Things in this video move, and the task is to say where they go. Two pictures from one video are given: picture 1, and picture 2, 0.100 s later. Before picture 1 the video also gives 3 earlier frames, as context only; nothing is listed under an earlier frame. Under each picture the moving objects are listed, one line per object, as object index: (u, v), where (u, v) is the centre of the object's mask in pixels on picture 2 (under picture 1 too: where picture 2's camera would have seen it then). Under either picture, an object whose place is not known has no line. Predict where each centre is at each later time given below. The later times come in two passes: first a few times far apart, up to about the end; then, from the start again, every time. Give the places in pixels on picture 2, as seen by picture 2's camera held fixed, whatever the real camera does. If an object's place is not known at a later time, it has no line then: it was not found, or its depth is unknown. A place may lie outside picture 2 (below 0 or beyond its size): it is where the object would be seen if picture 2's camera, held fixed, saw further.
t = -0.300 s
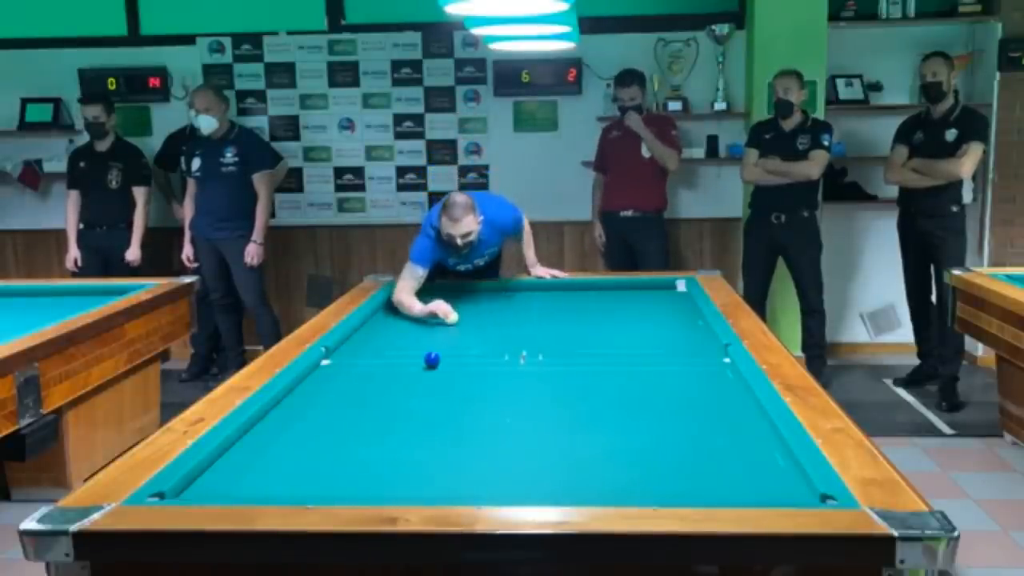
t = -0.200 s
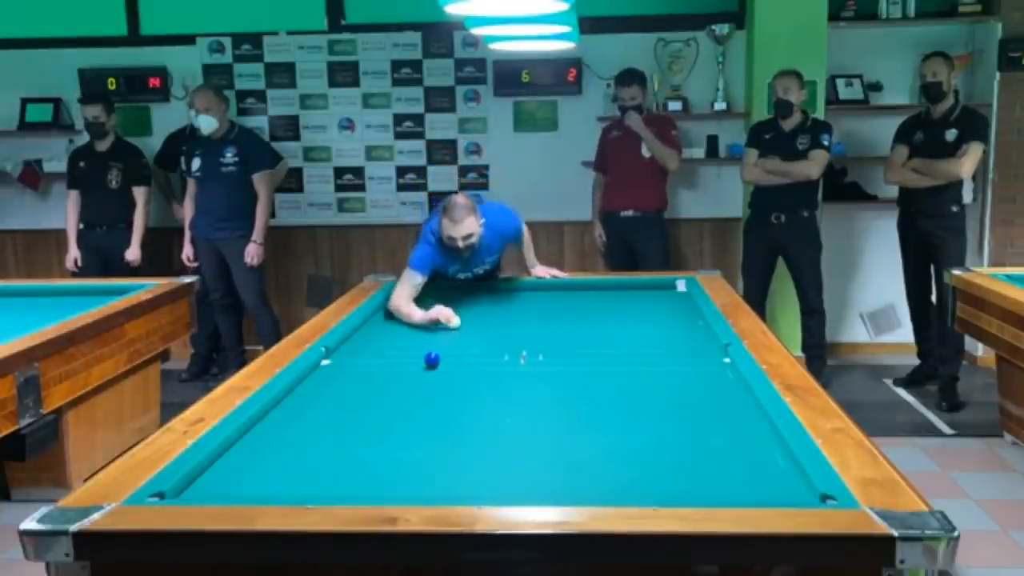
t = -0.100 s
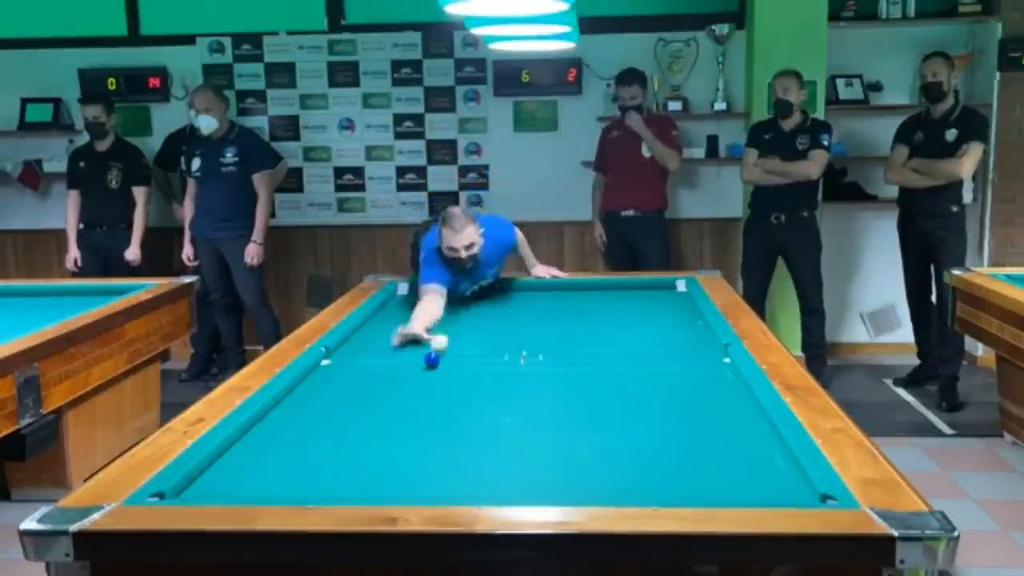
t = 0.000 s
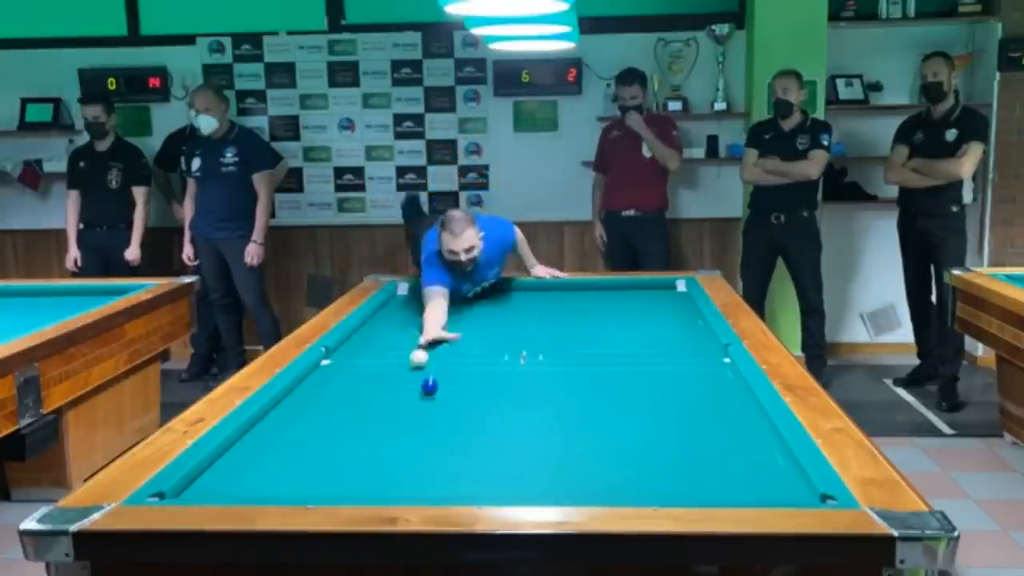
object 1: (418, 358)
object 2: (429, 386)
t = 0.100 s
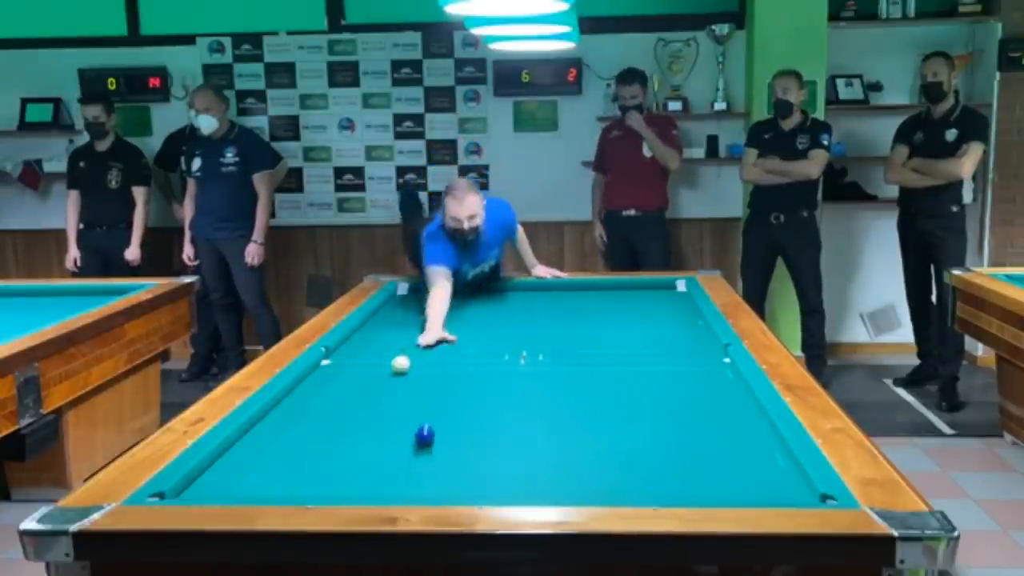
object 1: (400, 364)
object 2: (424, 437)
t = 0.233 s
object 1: (380, 370)
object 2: (431, 482)
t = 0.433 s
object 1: (353, 379)
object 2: (485, 392)
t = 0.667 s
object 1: (320, 390)
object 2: (518, 336)
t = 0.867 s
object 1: (290, 400)
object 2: (536, 307)
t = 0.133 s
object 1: (395, 366)
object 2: (422, 458)
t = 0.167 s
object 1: (390, 368)
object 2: (420, 481)
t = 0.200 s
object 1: (385, 369)
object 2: (420, 492)
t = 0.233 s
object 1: (380, 370)
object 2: (431, 482)
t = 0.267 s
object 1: (376, 372)
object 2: (444, 463)
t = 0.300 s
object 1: (372, 373)
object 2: (453, 446)
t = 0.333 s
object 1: (367, 375)
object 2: (463, 429)
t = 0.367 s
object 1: (362, 376)
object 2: (471, 416)
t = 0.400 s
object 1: (358, 378)
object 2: (478, 403)
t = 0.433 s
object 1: (353, 379)
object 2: (485, 392)
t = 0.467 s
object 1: (349, 381)
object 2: (491, 381)
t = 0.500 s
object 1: (344, 382)
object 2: (496, 373)
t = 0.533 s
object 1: (339, 384)
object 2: (501, 365)
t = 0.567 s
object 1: (335, 386)
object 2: (506, 356)
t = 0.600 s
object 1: (330, 387)
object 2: (510, 349)
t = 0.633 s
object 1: (325, 389)
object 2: (514, 343)
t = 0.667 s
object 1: (320, 390)
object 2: (518, 336)
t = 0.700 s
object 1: (315, 392)
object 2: (521, 331)
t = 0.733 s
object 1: (310, 394)
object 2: (525, 326)
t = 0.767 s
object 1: (305, 395)
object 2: (528, 320)
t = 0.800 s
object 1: (300, 397)
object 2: (531, 315)
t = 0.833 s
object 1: (295, 398)
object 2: (533, 311)
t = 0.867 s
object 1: (290, 400)
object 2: (536, 307)
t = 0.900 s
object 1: (285, 402)
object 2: (538, 303)
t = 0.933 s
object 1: (280, 404)
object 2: (541, 299)
